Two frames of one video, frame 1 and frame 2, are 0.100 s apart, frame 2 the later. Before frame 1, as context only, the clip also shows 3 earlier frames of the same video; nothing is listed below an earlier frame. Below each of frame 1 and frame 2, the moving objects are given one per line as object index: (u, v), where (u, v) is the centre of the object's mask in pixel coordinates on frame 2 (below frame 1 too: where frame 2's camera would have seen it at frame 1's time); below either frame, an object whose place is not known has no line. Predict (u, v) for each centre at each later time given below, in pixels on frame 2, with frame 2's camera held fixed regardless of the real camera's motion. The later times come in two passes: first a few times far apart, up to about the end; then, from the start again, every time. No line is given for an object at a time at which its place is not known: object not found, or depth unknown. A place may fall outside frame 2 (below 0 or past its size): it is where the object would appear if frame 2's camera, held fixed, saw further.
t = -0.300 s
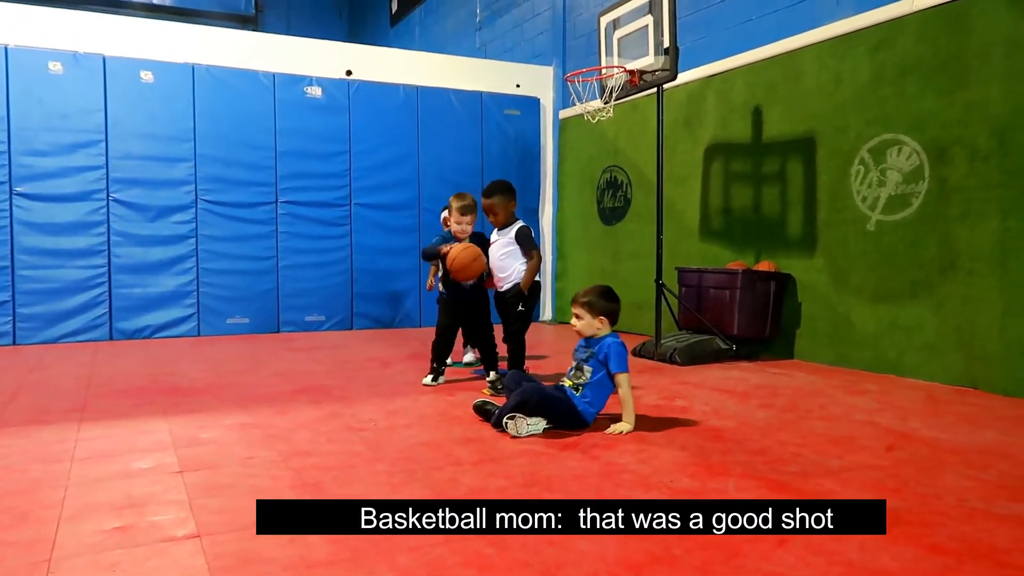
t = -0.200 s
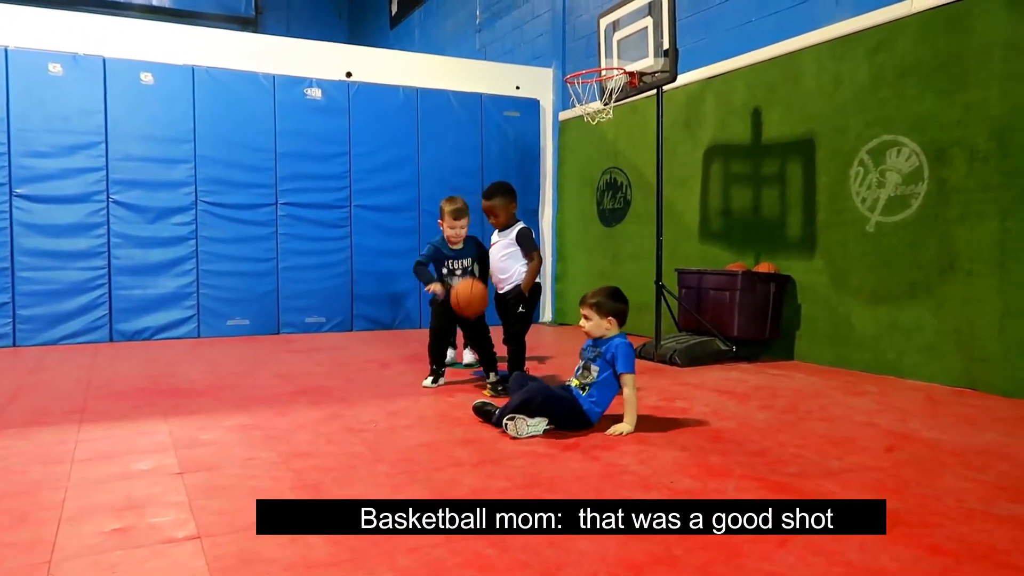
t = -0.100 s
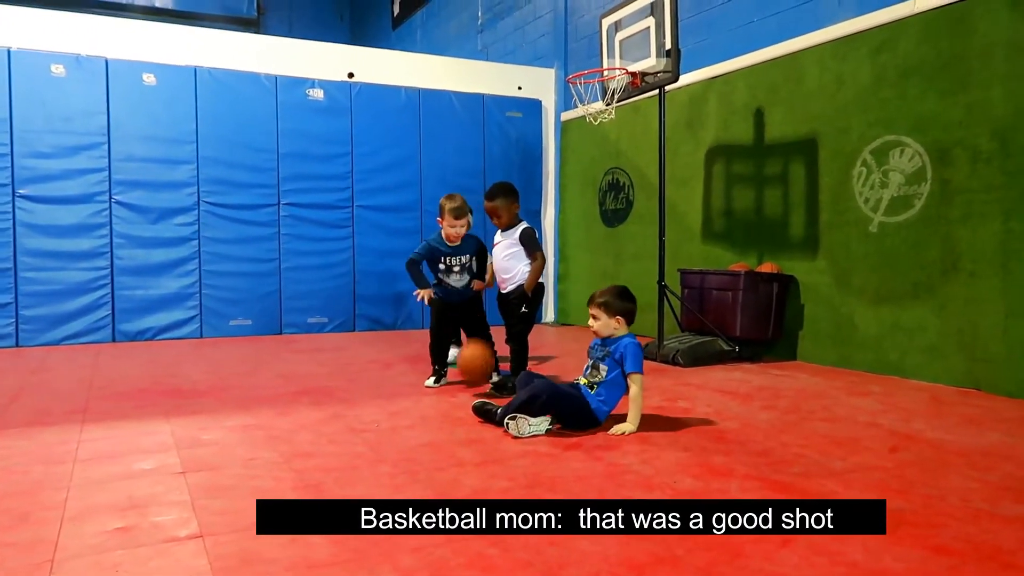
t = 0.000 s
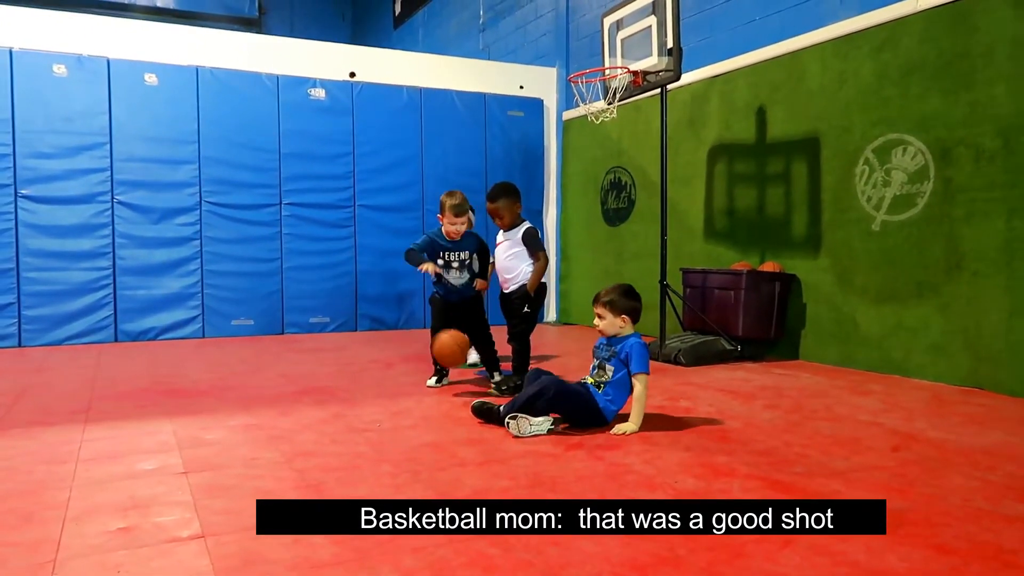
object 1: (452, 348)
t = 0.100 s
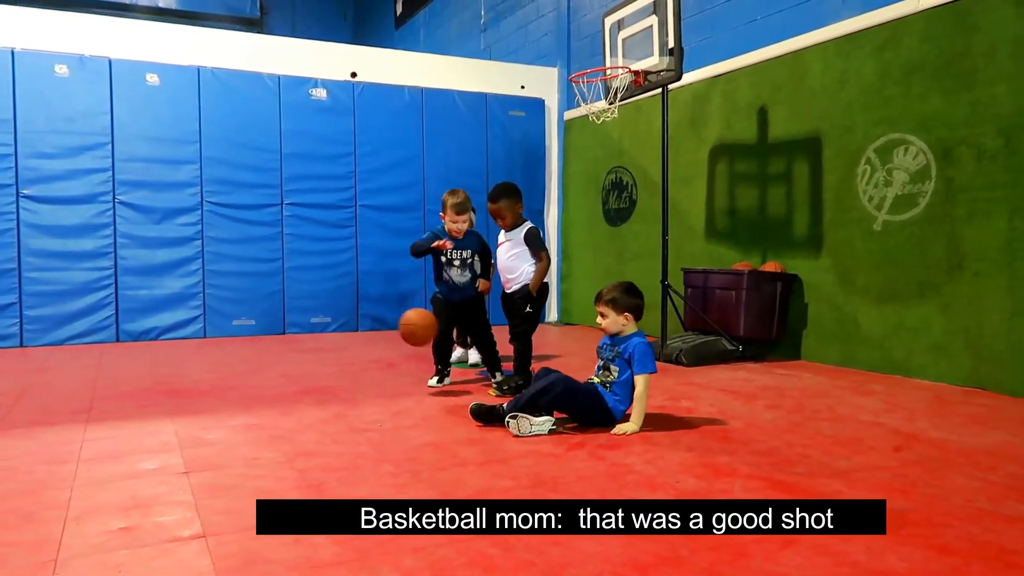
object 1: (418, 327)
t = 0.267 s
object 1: (362, 336)
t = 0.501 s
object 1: (286, 345)
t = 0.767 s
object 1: (203, 370)
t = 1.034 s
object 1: (122, 350)
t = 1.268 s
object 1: (53, 355)
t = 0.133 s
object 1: (406, 324)
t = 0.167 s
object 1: (396, 324)
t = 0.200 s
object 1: (385, 326)
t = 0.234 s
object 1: (374, 330)
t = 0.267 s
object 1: (362, 336)
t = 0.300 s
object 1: (351, 345)
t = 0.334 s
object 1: (340, 355)
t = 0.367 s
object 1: (329, 369)
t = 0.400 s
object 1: (318, 372)
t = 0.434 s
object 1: (307, 361)
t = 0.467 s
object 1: (297, 351)
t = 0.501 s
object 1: (286, 345)
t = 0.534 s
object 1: (276, 340)
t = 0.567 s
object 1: (265, 338)
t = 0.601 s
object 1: (255, 338)
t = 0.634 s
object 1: (245, 339)
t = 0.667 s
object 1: (235, 343)
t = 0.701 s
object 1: (224, 350)
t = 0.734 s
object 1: (214, 358)
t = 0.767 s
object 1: (203, 370)
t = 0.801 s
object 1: (192, 372)
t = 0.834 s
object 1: (182, 363)
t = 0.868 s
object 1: (172, 354)
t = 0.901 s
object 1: (162, 349)
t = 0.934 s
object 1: (152, 347)
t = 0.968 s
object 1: (143, 346)
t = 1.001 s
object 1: (132, 347)
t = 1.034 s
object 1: (122, 350)
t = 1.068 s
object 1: (113, 356)
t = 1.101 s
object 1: (103, 364)
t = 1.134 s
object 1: (93, 376)
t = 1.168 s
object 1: (82, 370)
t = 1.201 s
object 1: (72, 363)
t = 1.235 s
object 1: (62, 358)
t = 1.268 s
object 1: (53, 355)
